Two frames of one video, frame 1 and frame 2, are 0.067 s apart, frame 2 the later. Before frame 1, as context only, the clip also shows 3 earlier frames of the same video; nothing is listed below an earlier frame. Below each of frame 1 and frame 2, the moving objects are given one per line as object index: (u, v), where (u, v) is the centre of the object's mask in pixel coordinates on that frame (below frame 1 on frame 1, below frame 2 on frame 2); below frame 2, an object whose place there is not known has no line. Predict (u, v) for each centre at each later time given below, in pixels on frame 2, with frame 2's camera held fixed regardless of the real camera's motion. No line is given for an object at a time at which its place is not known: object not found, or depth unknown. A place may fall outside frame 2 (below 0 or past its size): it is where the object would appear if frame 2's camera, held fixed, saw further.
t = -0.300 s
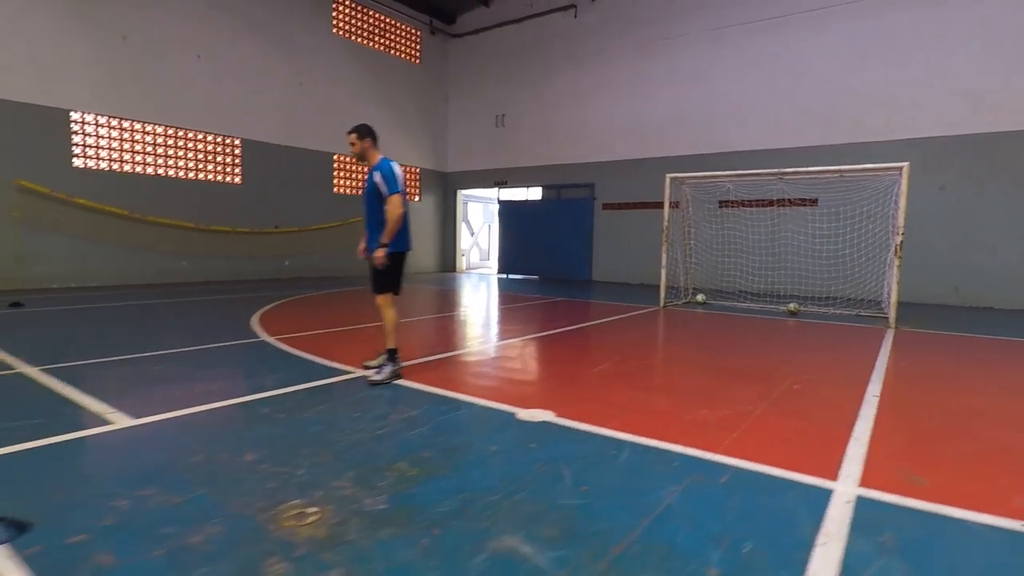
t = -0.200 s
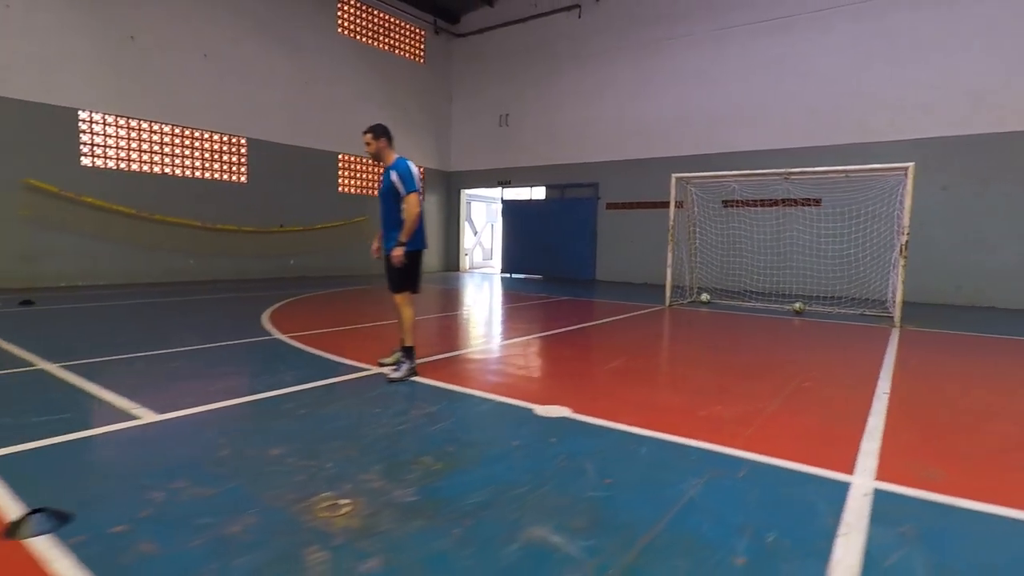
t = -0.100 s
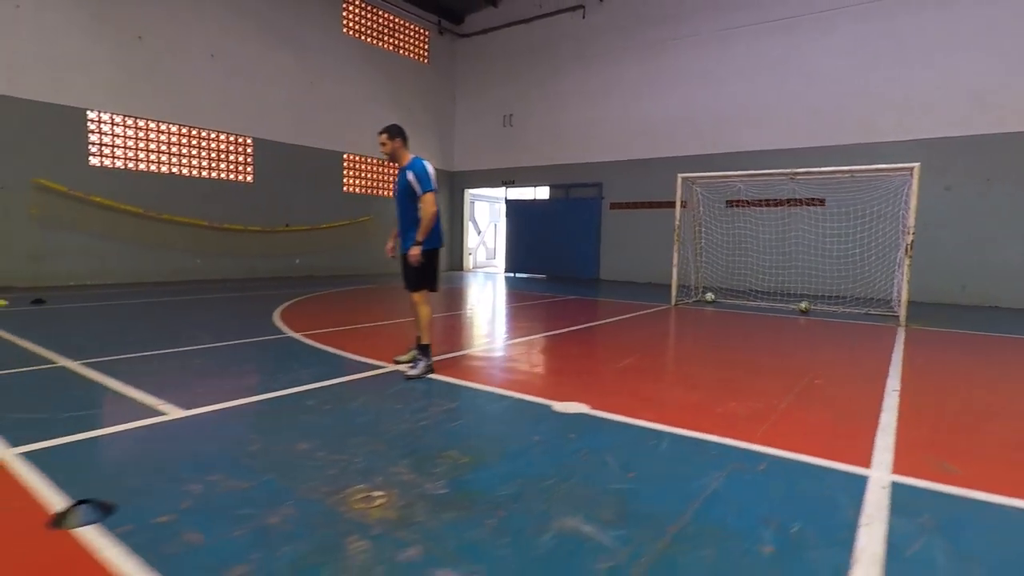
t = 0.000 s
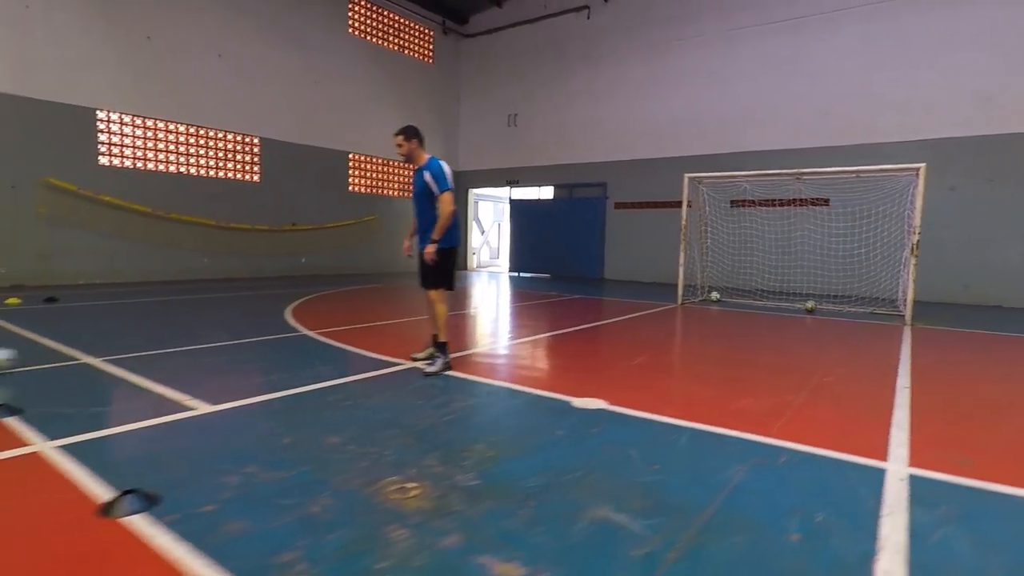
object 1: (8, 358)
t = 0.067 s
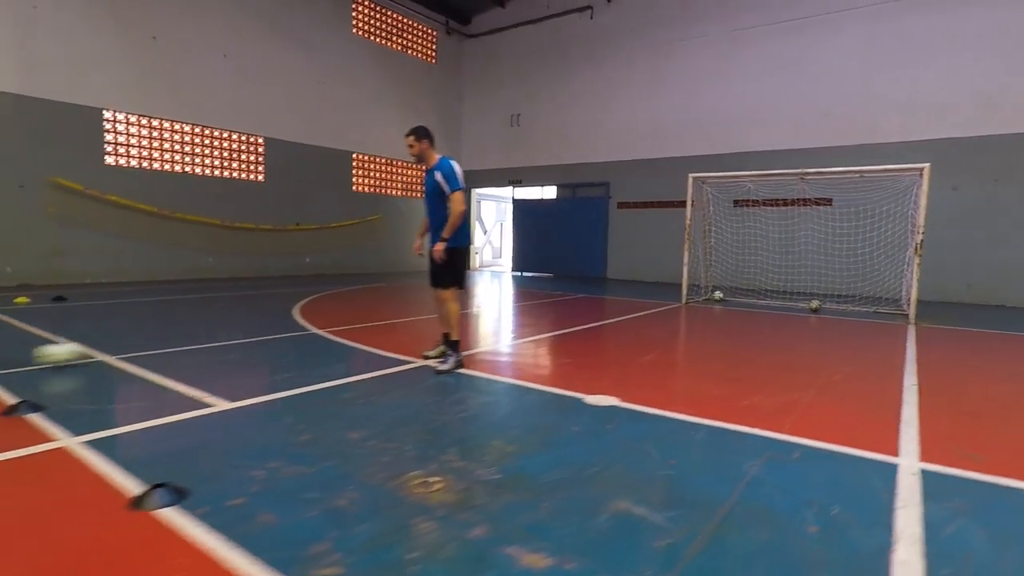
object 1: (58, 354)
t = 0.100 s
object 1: (84, 351)
